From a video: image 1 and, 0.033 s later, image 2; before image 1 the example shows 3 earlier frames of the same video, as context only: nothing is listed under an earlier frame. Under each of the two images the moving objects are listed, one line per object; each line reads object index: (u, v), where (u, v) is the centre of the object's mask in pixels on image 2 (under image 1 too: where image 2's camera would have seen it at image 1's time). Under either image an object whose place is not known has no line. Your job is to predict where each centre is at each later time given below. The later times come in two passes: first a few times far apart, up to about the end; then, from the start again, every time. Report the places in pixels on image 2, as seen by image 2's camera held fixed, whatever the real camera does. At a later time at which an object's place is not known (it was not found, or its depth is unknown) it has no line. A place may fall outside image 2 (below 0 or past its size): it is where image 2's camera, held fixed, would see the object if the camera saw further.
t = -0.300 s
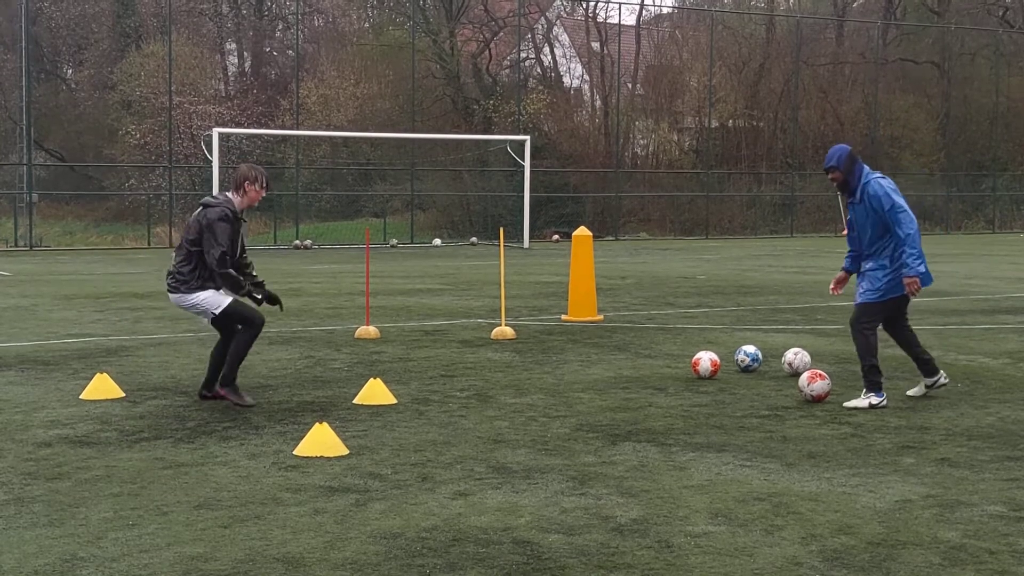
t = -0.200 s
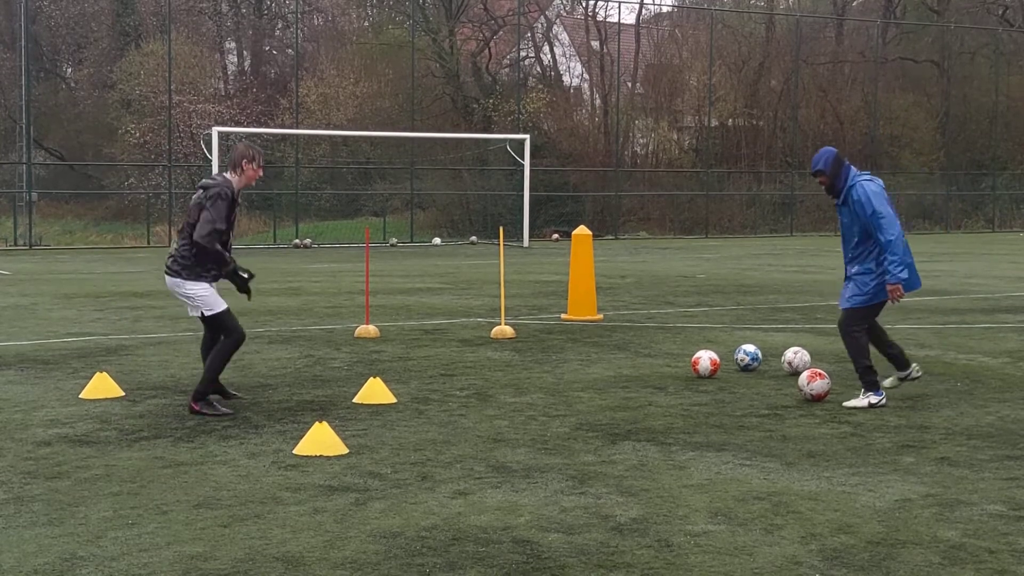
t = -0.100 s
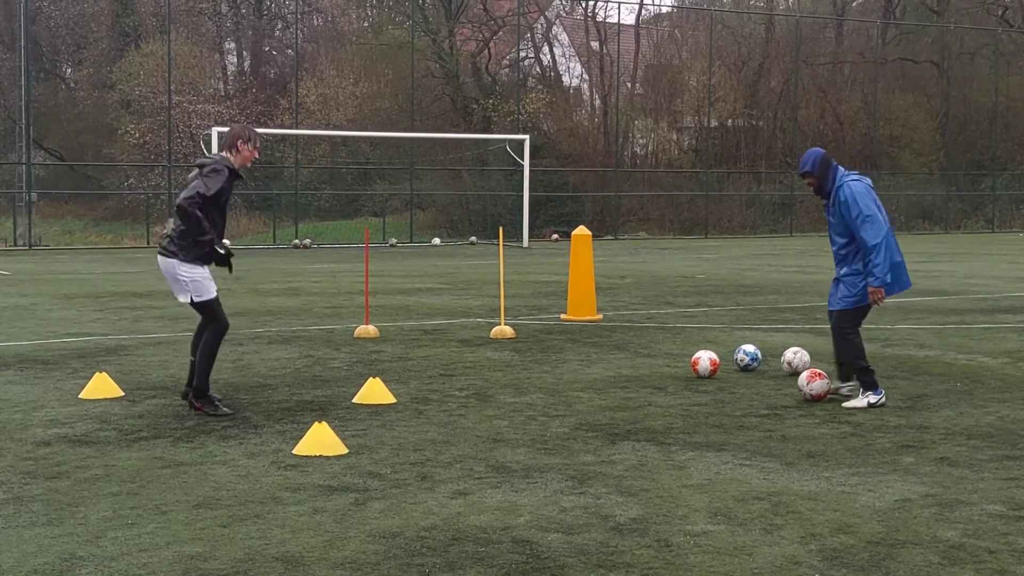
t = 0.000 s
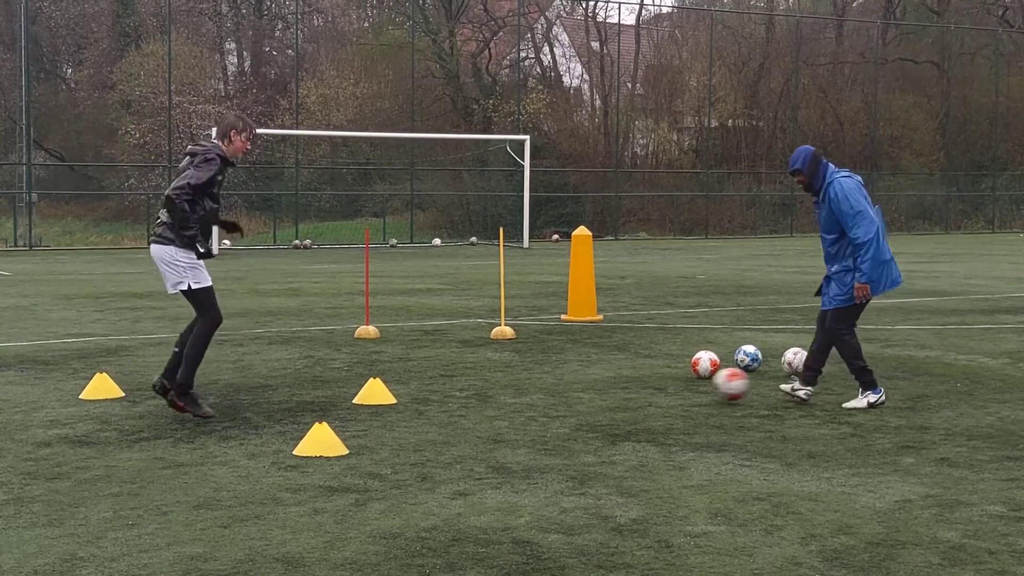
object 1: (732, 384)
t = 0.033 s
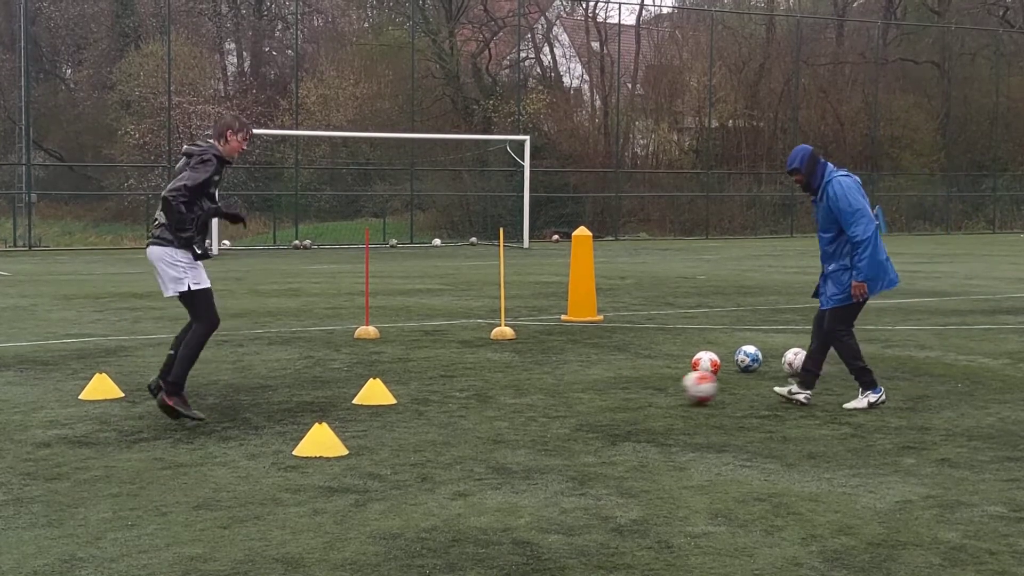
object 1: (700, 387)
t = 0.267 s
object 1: (496, 389)
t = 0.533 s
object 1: (298, 395)
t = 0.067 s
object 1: (668, 388)
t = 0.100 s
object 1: (639, 386)
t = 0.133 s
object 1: (609, 387)
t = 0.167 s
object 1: (579, 390)
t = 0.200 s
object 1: (551, 390)
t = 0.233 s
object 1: (523, 389)
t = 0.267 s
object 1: (496, 389)
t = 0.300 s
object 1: (469, 390)
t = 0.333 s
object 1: (441, 394)
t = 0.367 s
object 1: (417, 392)
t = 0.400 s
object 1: (392, 392)
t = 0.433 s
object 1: (367, 393)
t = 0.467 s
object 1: (342, 395)
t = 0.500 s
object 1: (320, 394)
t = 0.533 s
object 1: (298, 395)
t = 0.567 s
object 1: (276, 397)
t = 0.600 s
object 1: (255, 395)
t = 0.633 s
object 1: (236, 398)
